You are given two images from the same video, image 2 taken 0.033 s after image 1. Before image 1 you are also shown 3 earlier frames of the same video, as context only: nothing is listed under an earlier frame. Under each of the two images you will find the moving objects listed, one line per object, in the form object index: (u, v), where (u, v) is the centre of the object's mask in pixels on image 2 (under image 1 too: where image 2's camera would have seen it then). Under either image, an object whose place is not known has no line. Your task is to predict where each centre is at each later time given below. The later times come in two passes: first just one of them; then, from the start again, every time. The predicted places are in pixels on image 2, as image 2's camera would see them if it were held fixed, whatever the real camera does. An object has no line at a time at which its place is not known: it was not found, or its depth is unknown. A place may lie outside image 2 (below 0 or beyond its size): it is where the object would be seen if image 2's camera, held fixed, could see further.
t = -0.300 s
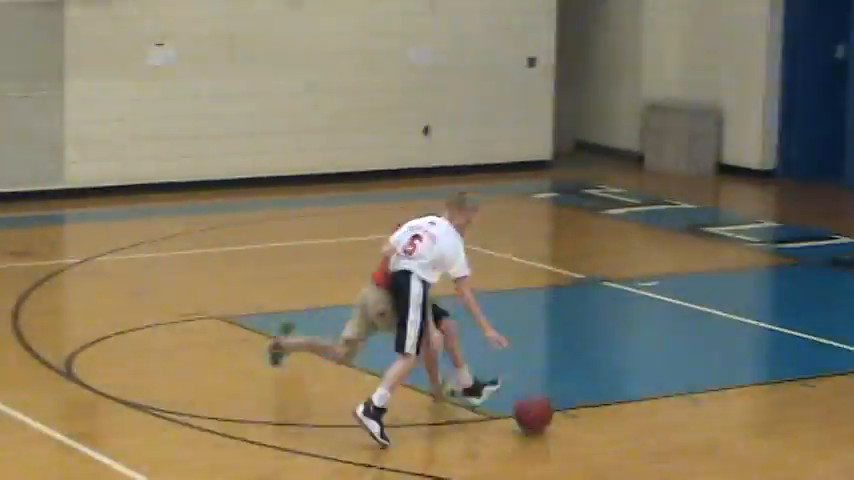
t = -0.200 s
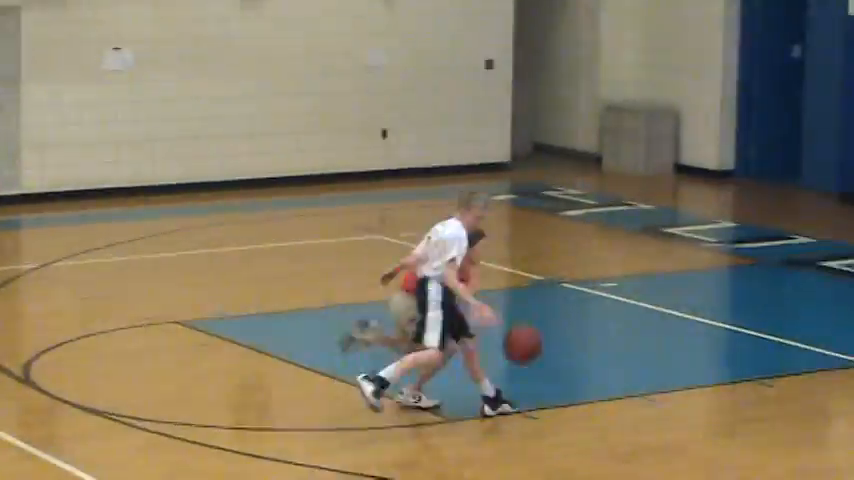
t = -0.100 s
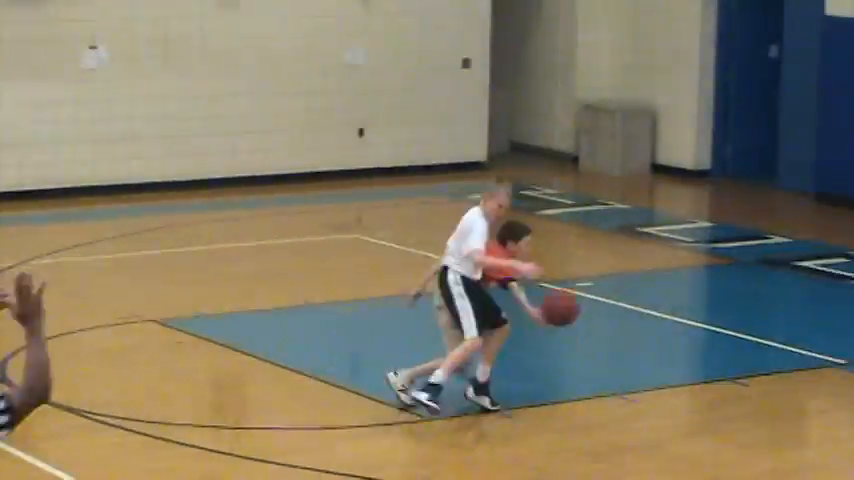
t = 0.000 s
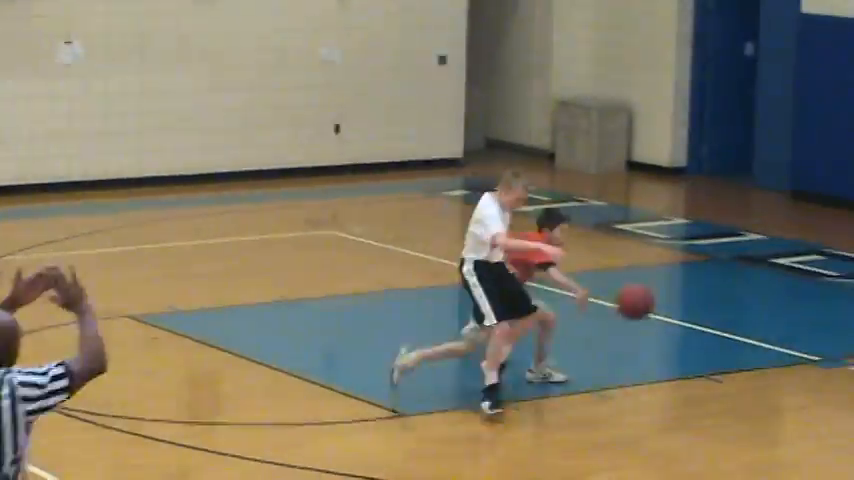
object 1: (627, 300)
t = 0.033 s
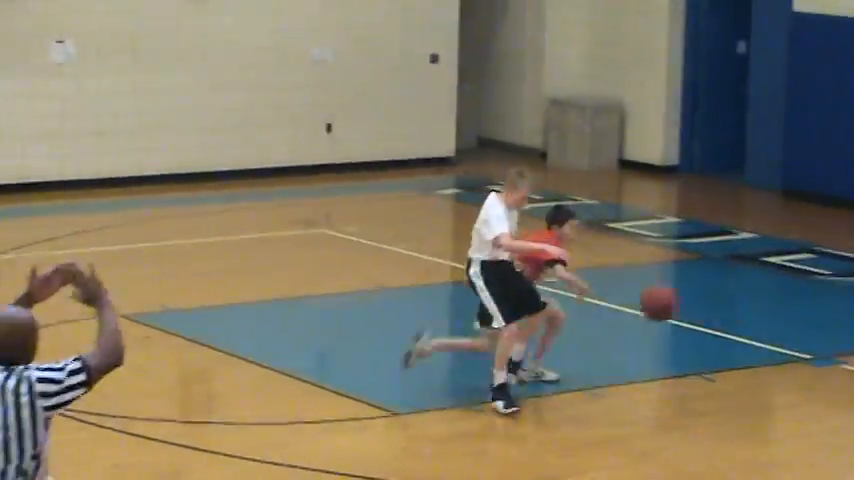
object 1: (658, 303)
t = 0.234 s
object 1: (837, 353)
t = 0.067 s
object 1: (690, 306)
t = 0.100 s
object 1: (720, 312)
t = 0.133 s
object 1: (750, 320)
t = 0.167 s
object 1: (780, 330)
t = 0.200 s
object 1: (810, 342)
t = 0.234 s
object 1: (837, 353)
